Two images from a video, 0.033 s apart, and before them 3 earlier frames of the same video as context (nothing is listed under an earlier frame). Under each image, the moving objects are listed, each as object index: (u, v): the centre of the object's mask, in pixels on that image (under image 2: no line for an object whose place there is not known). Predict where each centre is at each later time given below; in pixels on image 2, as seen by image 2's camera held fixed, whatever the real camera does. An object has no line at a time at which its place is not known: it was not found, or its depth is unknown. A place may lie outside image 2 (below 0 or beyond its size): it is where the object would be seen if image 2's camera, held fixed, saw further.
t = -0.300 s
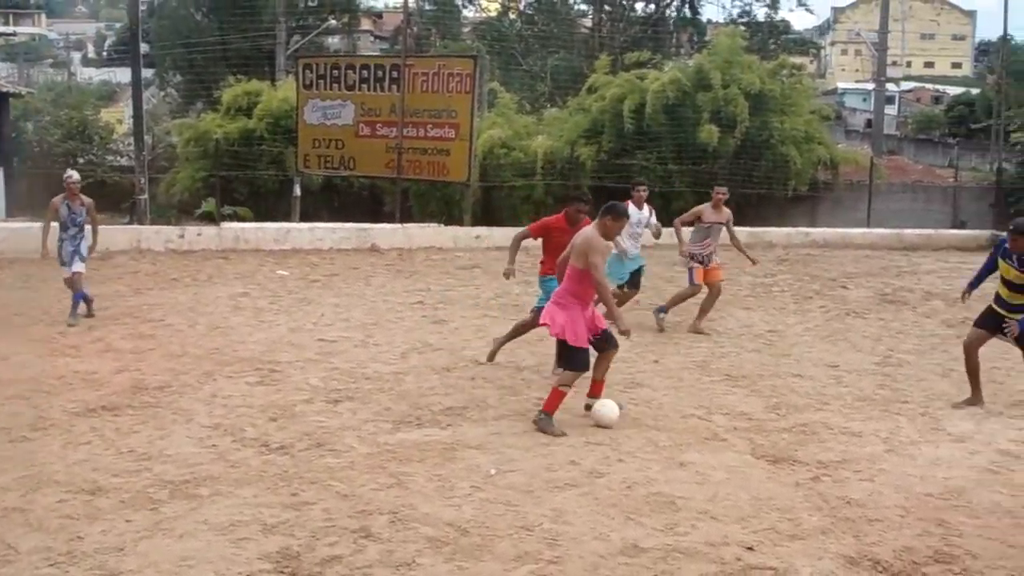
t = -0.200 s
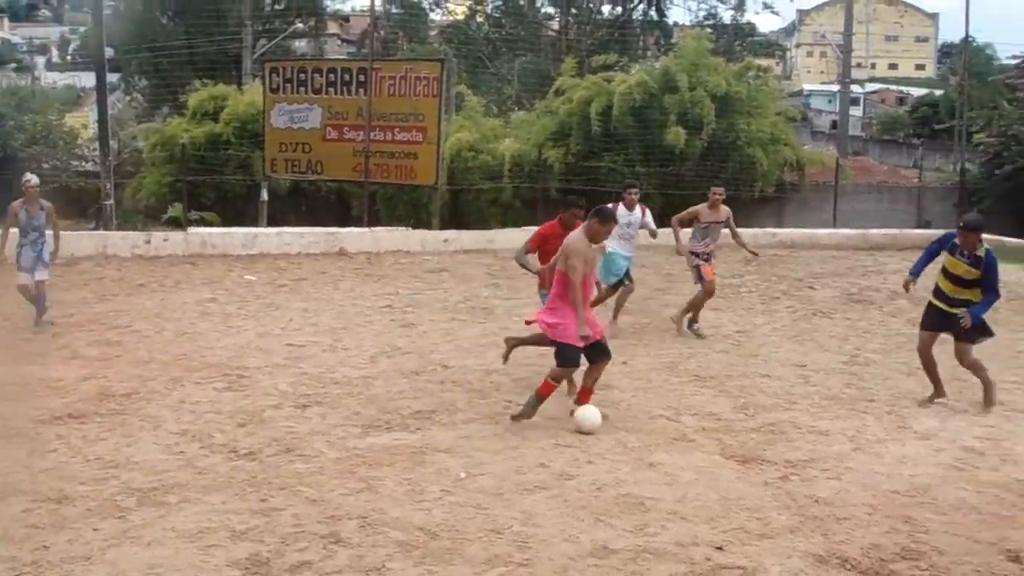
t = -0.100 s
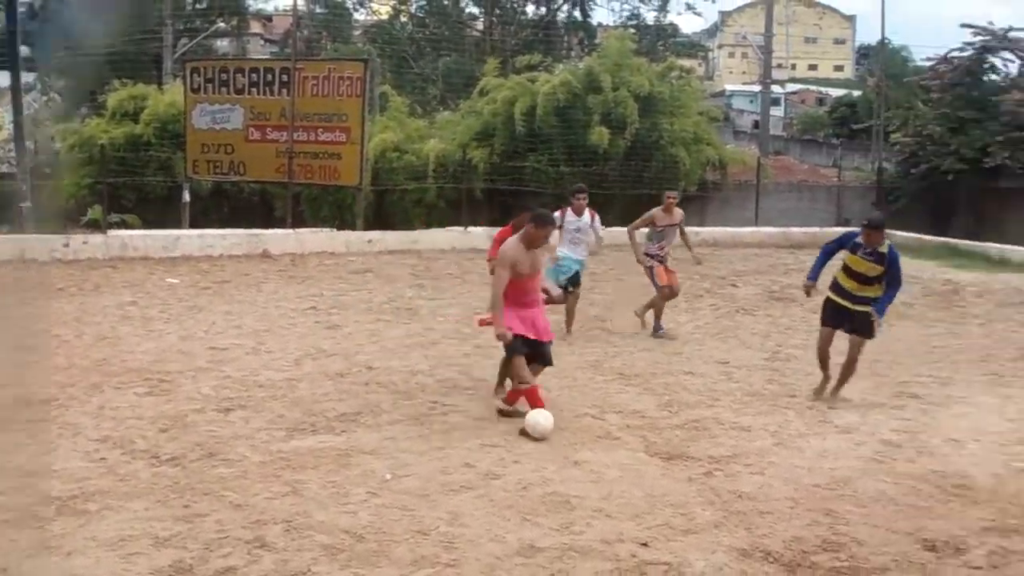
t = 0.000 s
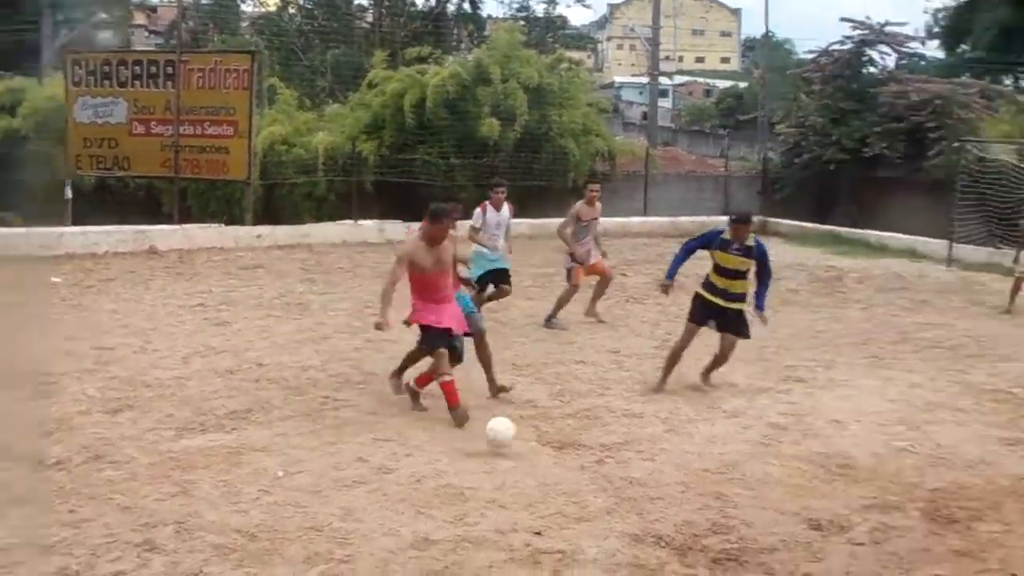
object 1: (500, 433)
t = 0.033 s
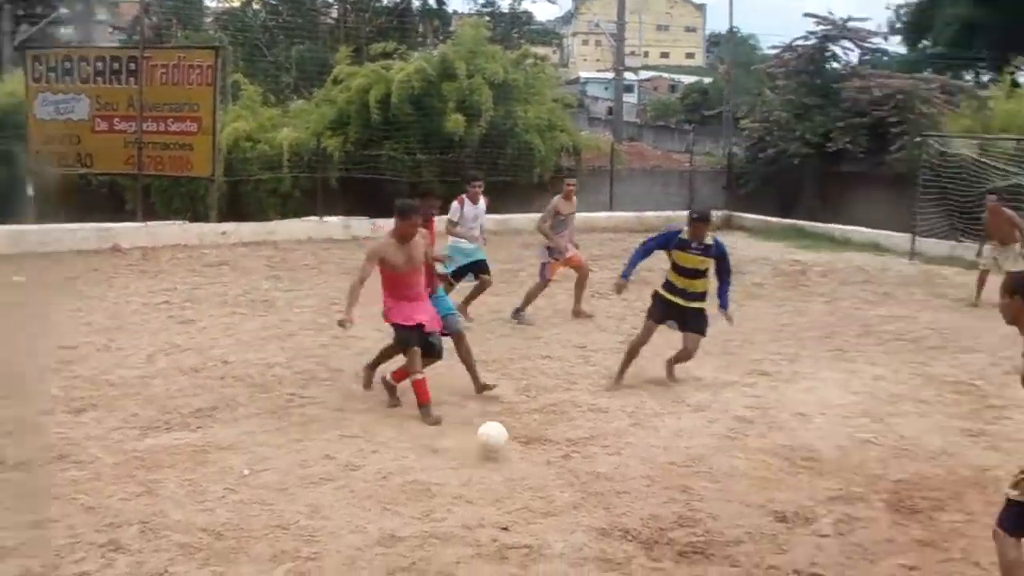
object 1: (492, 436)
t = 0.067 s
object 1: (518, 449)
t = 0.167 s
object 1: (595, 475)
